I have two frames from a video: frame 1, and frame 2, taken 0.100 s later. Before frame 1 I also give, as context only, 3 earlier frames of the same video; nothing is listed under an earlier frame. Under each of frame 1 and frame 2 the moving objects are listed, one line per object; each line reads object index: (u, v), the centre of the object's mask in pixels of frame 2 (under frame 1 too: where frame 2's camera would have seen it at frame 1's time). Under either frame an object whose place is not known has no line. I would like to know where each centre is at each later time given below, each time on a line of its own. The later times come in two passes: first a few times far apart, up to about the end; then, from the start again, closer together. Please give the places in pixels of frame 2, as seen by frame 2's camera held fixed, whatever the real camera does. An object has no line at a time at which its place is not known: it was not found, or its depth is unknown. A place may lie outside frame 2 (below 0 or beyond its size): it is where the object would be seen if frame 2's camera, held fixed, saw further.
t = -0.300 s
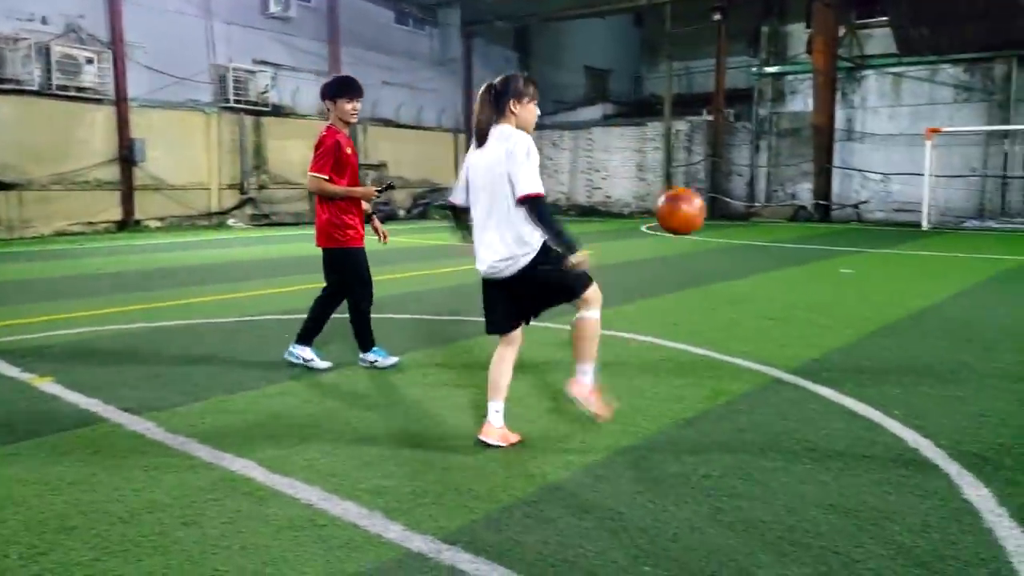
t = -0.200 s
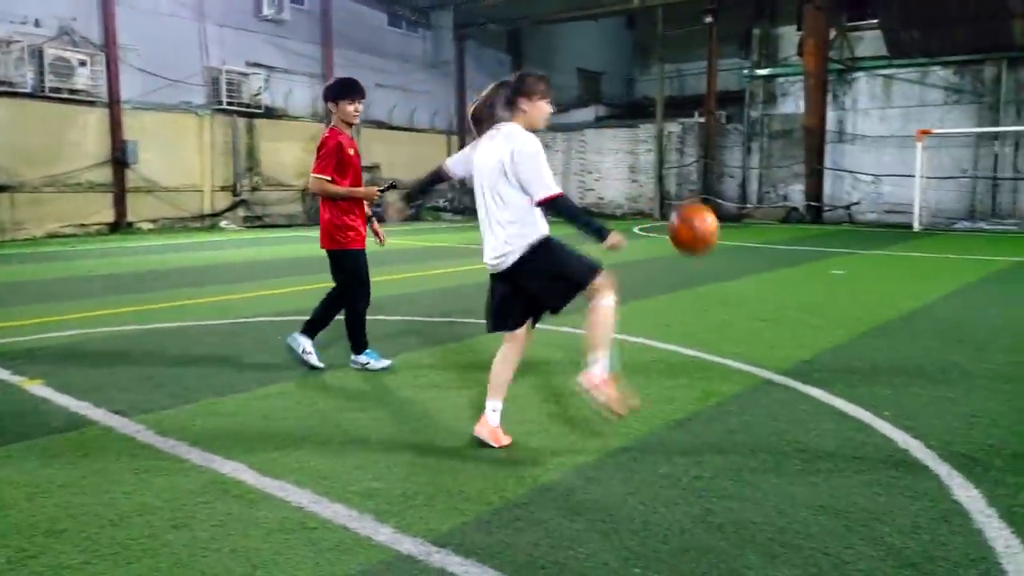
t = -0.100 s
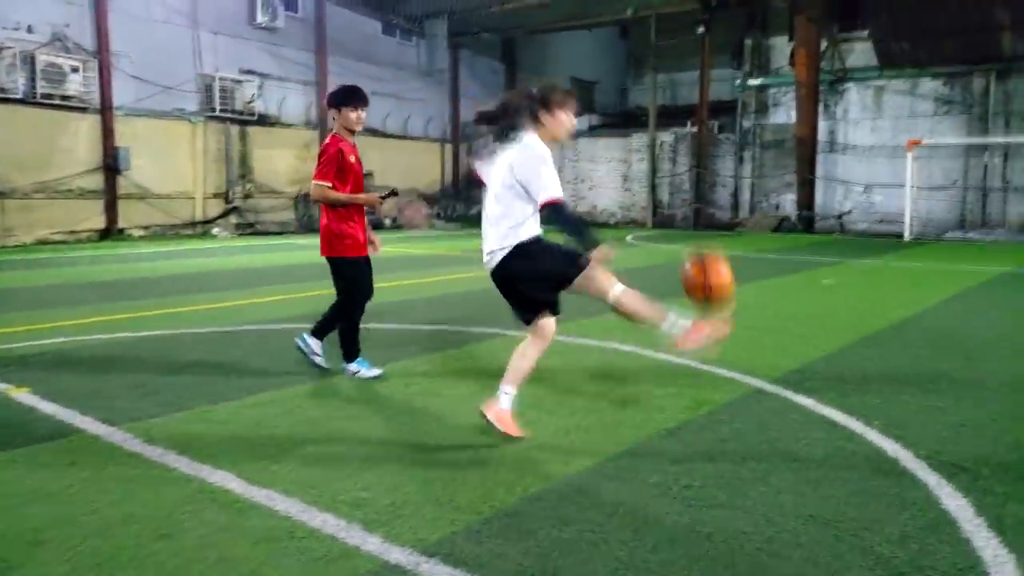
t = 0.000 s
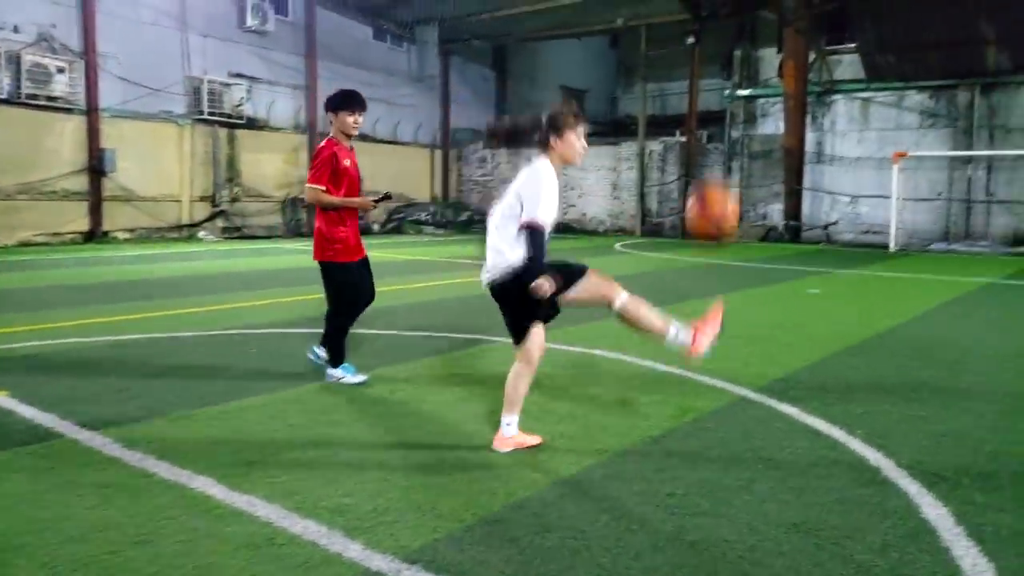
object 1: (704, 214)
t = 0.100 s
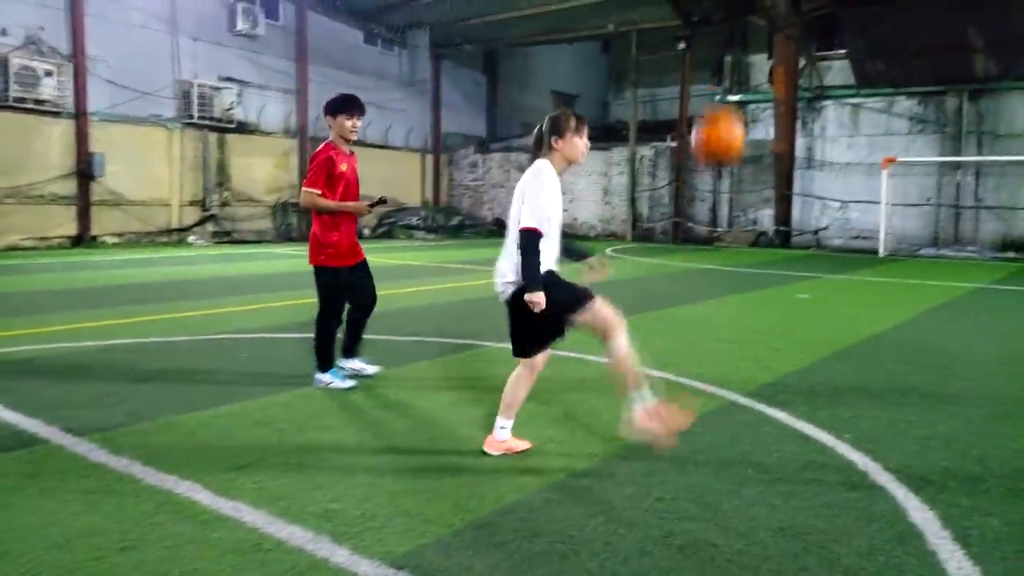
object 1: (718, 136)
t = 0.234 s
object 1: (739, 68)
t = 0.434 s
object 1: (766, 52)
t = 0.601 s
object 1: (789, 130)
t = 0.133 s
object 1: (723, 117)
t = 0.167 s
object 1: (729, 97)
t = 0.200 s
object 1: (734, 81)
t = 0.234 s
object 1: (739, 68)
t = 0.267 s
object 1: (744, 58)
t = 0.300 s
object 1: (749, 50)
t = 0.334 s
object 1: (753, 46)
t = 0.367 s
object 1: (757, 45)
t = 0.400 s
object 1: (762, 46)
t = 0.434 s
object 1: (766, 52)
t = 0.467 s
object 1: (771, 61)
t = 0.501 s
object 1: (775, 72)
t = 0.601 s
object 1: (789, 130)
